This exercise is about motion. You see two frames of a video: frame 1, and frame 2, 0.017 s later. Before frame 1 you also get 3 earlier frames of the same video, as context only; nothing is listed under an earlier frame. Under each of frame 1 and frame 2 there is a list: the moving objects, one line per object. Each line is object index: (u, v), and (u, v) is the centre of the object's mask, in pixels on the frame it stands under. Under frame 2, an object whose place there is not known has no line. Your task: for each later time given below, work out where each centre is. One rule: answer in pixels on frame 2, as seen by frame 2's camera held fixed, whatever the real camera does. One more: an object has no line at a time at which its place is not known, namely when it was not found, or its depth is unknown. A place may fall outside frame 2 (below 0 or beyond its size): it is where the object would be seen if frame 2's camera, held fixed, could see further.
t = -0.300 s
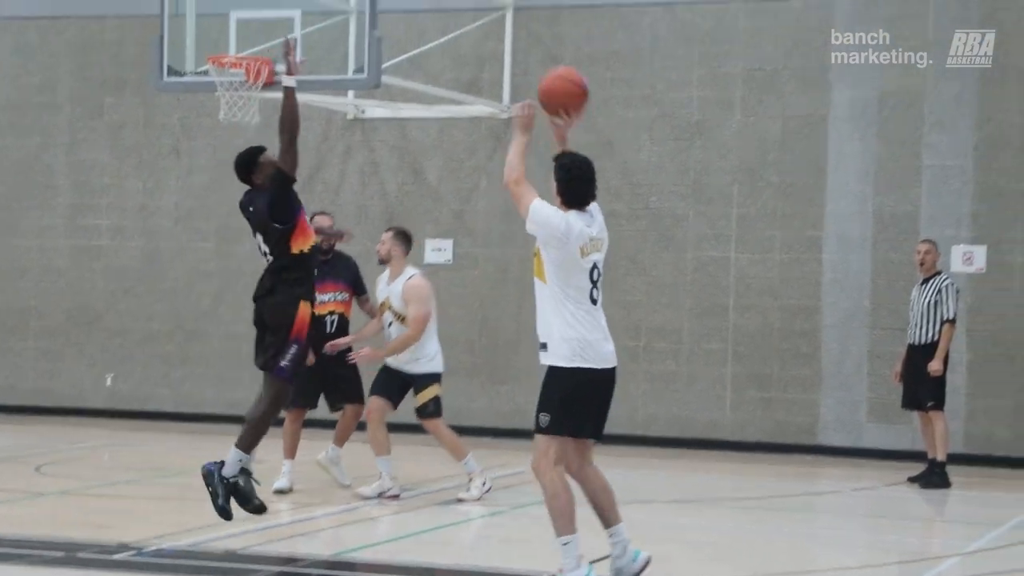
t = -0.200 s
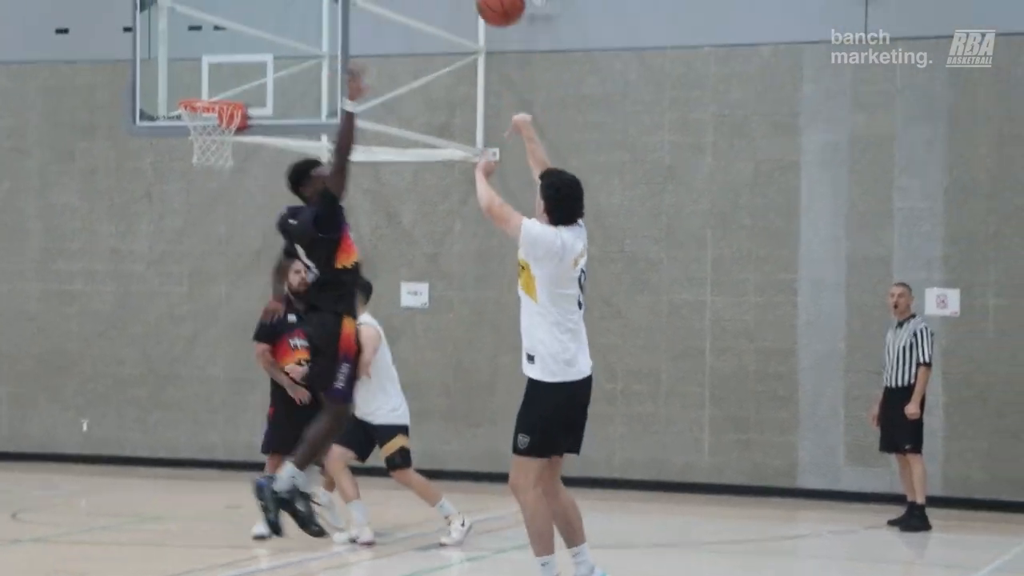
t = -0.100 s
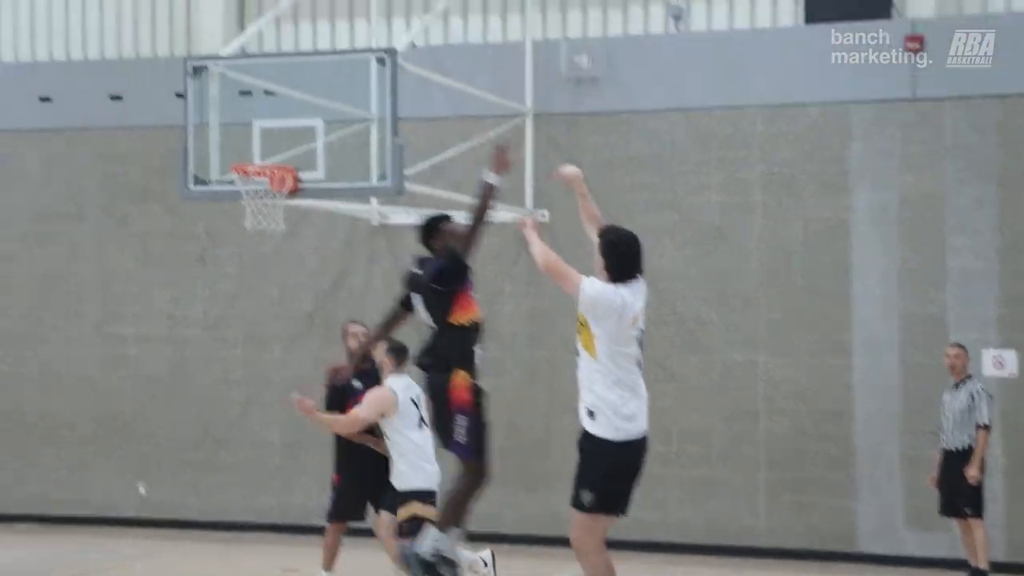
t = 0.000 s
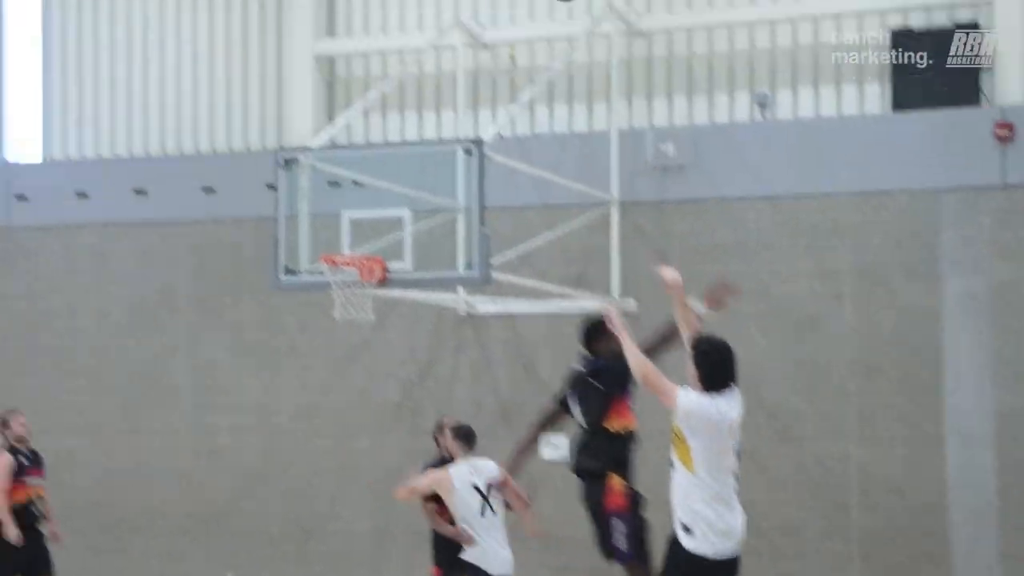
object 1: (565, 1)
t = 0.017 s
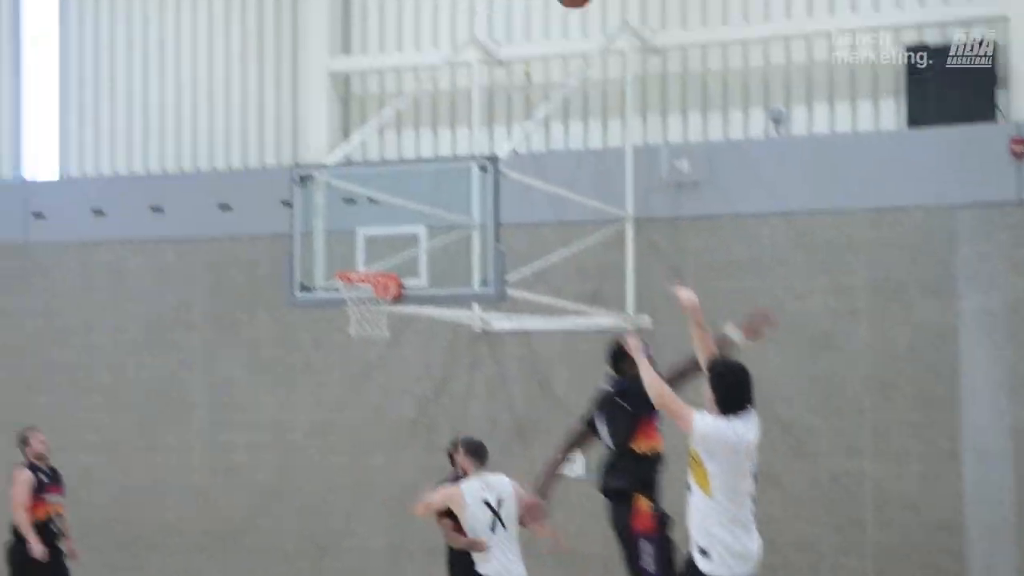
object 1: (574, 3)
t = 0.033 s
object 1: (568, -11)
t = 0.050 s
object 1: (564, -24)
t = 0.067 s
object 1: (559, -37)
